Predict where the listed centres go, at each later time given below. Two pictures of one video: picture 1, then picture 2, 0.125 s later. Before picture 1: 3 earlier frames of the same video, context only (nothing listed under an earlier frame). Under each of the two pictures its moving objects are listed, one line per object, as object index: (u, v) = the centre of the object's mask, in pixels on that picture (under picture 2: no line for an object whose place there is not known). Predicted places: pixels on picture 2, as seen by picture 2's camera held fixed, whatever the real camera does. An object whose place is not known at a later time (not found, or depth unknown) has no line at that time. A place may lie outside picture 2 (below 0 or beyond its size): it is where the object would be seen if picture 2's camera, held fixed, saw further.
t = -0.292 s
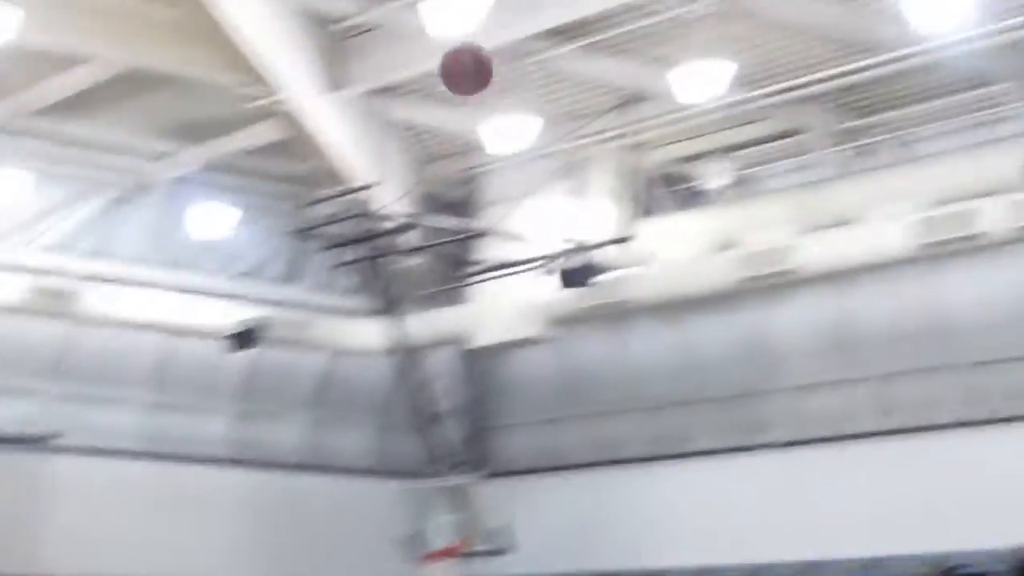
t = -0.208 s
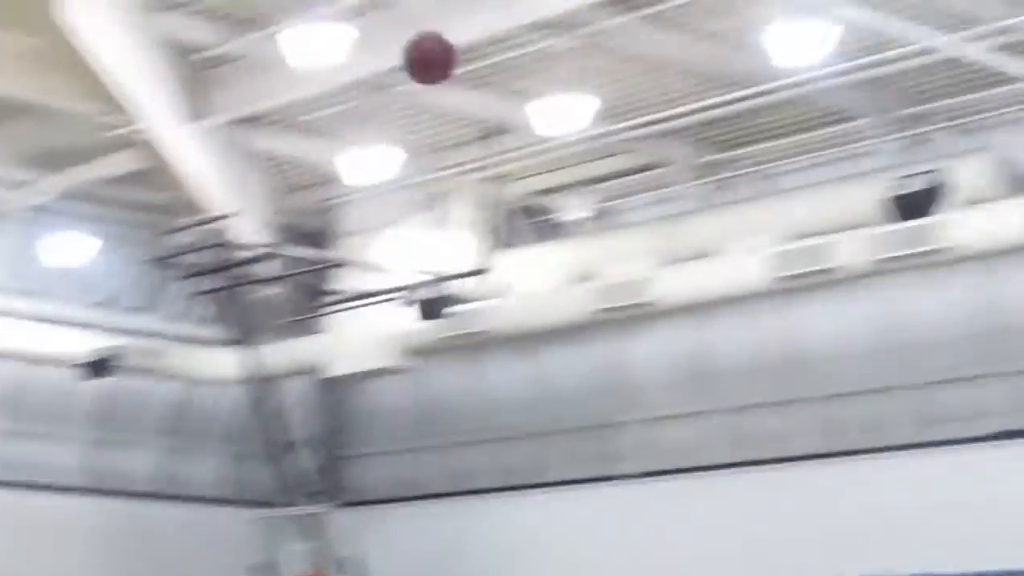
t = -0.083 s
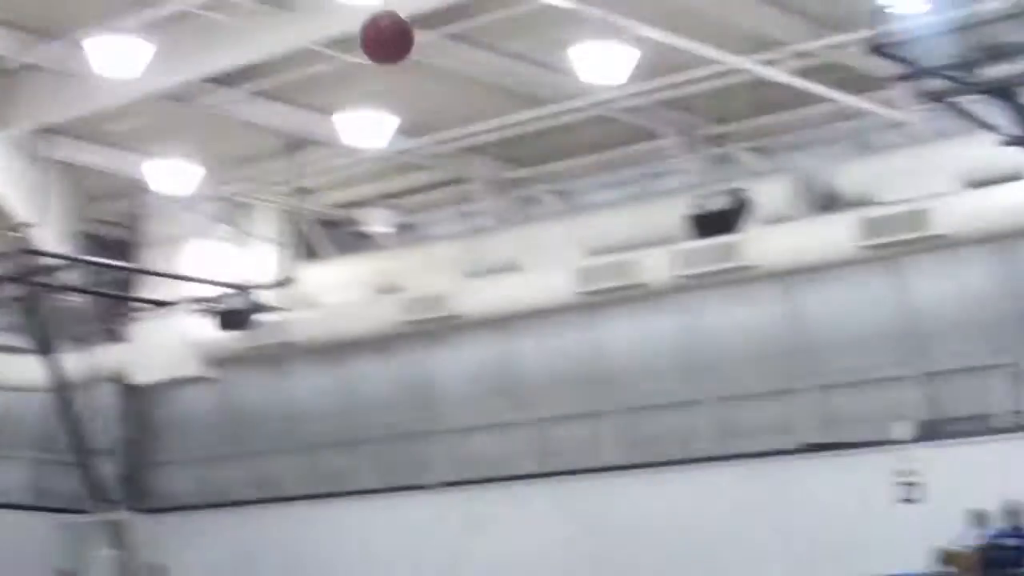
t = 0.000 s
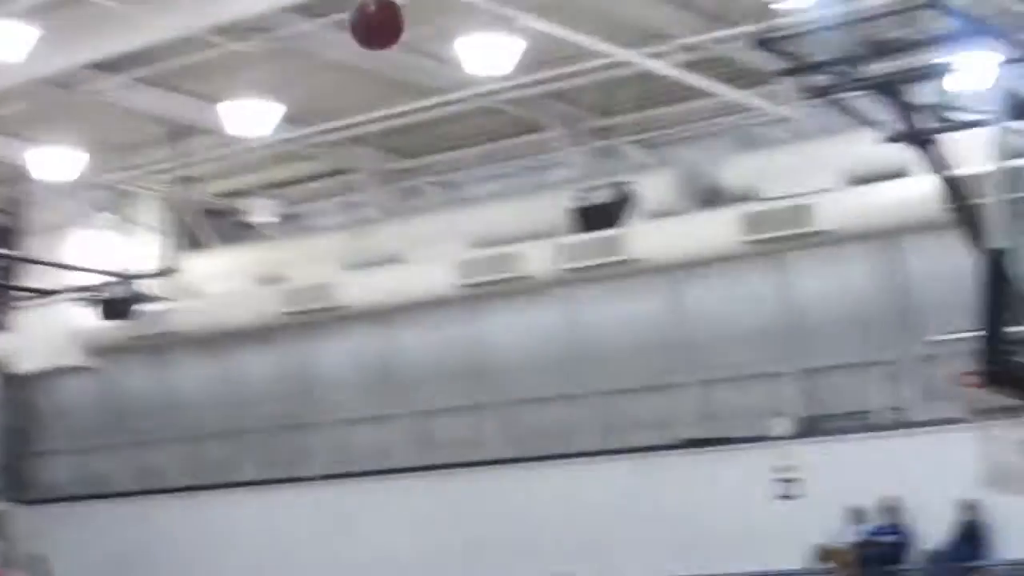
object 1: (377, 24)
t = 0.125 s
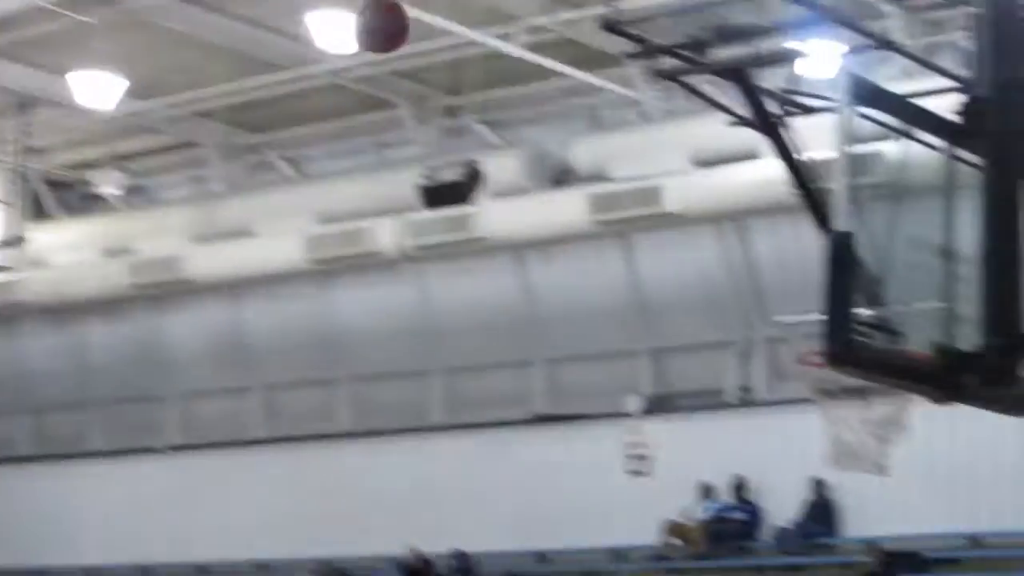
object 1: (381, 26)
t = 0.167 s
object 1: (435, 41)
